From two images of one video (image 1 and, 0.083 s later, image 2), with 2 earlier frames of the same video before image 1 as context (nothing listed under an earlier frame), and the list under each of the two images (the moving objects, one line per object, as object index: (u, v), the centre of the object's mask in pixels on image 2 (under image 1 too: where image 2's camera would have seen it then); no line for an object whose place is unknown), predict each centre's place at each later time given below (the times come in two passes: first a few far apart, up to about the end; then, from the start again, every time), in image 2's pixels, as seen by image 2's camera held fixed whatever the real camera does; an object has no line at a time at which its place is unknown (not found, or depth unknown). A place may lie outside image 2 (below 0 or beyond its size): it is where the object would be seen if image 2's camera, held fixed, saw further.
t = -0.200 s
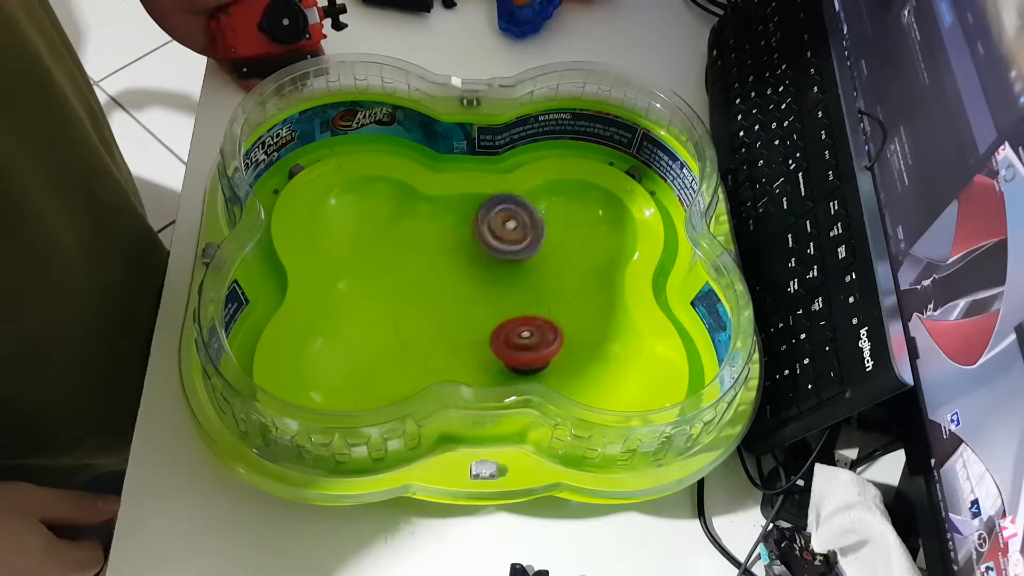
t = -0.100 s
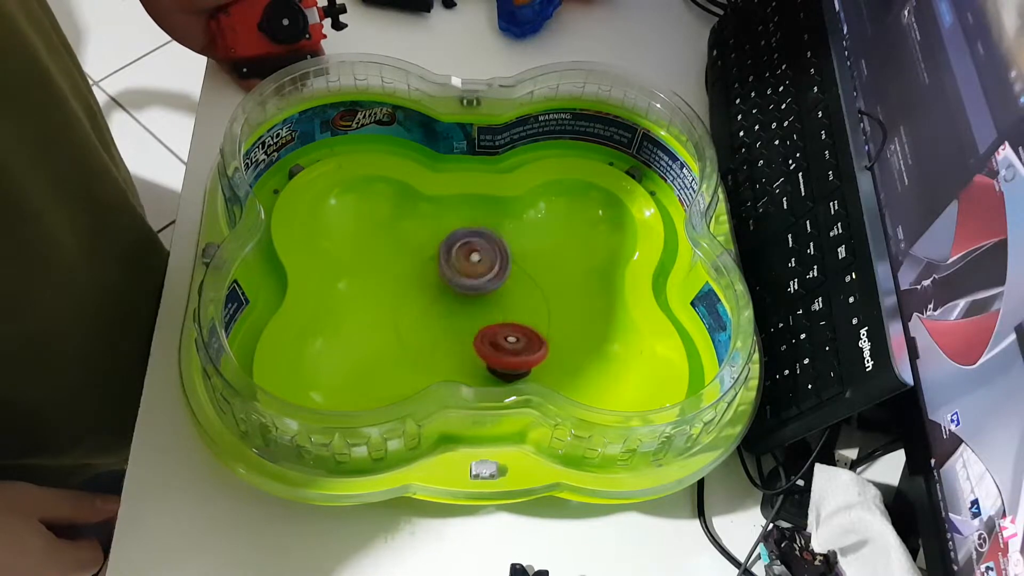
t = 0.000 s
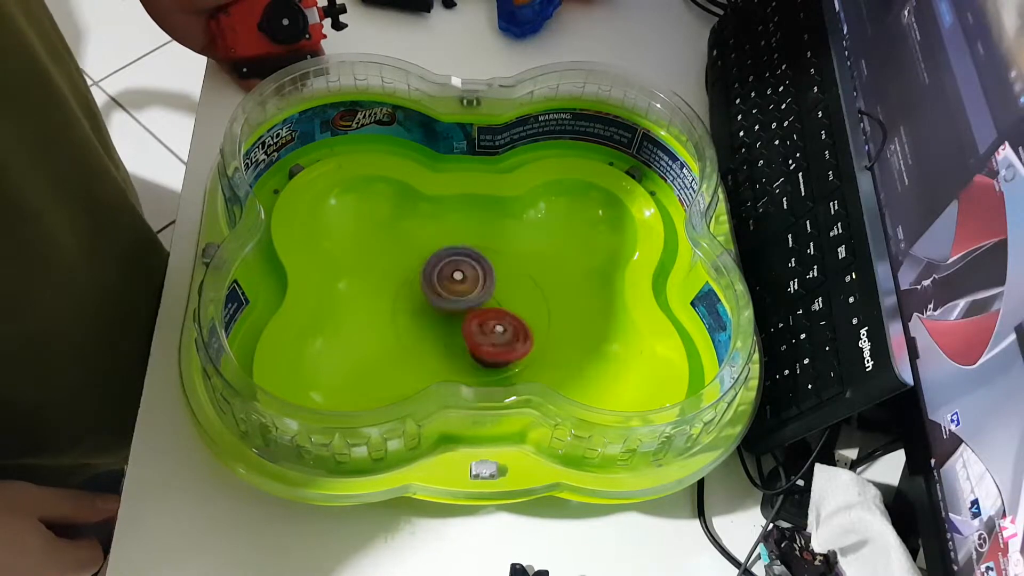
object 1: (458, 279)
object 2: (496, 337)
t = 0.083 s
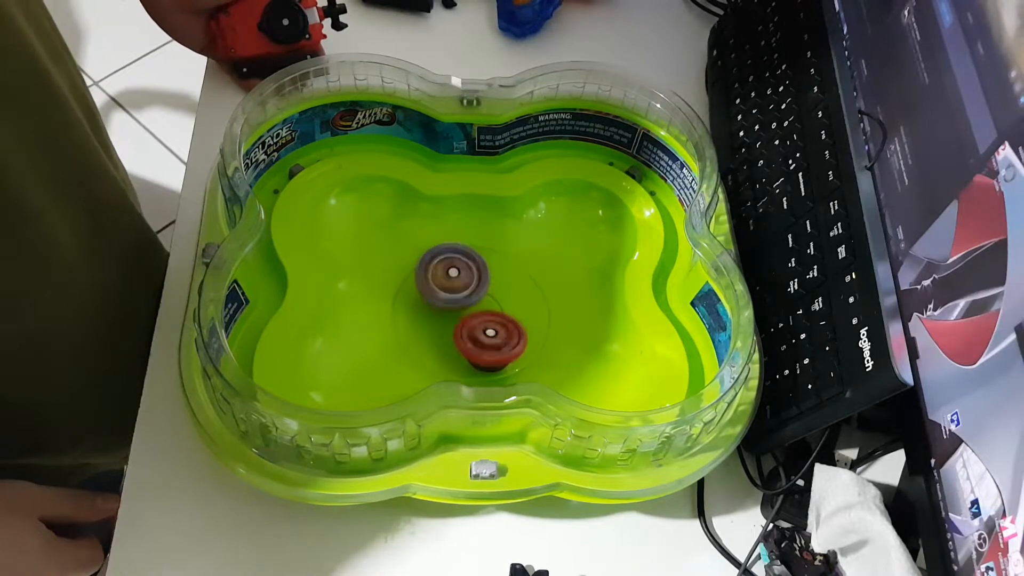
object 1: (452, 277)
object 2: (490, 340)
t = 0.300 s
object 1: (435, 258)
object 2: (487, 330)
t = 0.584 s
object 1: (403, 257)
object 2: (483, 280)
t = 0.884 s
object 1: (432, 318)
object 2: (512, 285)
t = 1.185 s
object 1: (480, 336)
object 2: (547, 278)
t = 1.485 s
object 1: (468, 288)
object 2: (540, 244)
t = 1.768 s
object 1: (390, 259)
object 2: (532, 269)
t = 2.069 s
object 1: (393, 244)
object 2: (514, 290)
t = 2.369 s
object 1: (366, 220)
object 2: (424, 265)
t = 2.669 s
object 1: (381, 251)
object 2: (447, 316)
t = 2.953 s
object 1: (443, 276)
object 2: (478, 346)
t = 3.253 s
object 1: (513, 268)
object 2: (482, 347)
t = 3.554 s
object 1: (606, 225)
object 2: (402, 263)
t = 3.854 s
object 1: (518, 253)
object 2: (367, 213)
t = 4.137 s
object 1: (411, 323)
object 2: (375, 249)
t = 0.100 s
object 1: (451, 278)
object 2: (489, 339)
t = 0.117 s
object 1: (451, 280)
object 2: (489, 338)
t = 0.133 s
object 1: (450, 279)
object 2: (489, 339)
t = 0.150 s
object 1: (449, 277)
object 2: (488, 340)
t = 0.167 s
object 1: (447, 275)
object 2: (487, 340)
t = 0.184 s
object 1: (446, 272)
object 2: (488, 340)
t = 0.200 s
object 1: (445, 270)
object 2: (489, 339)
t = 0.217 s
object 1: (444, 268)
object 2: (489, 338)
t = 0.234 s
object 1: (443, 266)
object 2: (489, 337)
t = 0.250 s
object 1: (441, 264)
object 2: (489, 336)
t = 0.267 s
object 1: (439, 261)
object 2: (489, 335)
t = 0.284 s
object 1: (438, 260)
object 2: (488, 332)
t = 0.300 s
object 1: (435, 258)
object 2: (487, 330)
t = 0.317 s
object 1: (433, 257)
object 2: (488, 328)
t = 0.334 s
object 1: (430, 256)
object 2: (488, 325)
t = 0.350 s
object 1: (429, 255)
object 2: (486, 322)
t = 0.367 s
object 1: (426, 255)
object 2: (485, 318)
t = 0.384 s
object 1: (424, 254)
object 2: (485, 315)
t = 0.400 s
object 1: (422, 253)
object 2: (485, 312)
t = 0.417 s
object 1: (420, 253)
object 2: (483, 308)
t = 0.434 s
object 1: (419, 253)
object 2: (481, 304)
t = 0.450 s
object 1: (418, 251)
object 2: (481, 300)
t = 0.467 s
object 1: (418, 250)
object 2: (480, 296)
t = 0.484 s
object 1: (417, 249)
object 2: (479, 293)
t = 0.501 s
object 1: (417, 250)
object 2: (478, 289)
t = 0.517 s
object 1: (413, 252)
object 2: (480, 289)
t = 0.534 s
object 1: (408, 252)
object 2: (480, 287)
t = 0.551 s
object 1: (406, 254)
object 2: (480, 285)
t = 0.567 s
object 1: (404, 256)
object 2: (482, 282)
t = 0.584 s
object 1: (403, 257)
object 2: (483, 280)
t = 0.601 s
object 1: (402, 259)
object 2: (485, 279)
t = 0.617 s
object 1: (402, 261)
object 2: (487, 279)
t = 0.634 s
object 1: (403, 266)
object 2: (488, 278)
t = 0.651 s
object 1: (403, 269)
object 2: (490, 277)
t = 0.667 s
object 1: (406, 272)
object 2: (490, 277)
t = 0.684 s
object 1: (408, 276)
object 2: (490, 277)
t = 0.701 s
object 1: (411, 278)
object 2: (491, 276)
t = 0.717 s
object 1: (415, 283)
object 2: (492, 275)
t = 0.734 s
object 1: (417, 286)
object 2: (493, 275)
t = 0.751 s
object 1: (421, 290)
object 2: (496, 276)
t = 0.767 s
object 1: (423, 294)
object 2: (498, 278)
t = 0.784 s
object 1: (424, 298)
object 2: (499, 280)
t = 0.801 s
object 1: (425, 302)
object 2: (501, 281)
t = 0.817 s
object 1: (425, 306)
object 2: (502, 282)
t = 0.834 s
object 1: (426, 309)
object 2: (504, 282)
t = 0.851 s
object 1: (427, 313)
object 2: (506, 282)
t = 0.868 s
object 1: (429, 316)
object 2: (509, 283)
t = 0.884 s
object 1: (432, 318)
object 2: (512, 285)
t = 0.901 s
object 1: (433, 320)
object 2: (512, 288)
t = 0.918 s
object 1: (437, 322)
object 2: (512, 289)
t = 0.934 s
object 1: (441, 324)
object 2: (513, 288)
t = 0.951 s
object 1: (446, 325)
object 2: (515, 289)
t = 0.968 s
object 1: (451, 327)
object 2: (517, 290)
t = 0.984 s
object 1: (453, 327)
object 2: (518, 291)
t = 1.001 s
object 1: (456, 329)
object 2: (521, 291)
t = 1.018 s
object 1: (459, 330)
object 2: (524, 291)
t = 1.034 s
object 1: (463, 331)
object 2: (526, 292)
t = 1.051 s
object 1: (466, 332)
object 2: (527, 293)
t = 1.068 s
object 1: (468, 334)
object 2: (527, 292)
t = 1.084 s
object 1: (469, 335)
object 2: (531, 288)
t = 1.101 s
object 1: (471, 336)
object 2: (536, 286)
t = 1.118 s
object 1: (472, 337)
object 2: (540, 286)
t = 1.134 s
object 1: (474, 338)
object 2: (542, 285)
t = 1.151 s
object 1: (475, 337)
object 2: (544, 283)
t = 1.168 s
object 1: (478, 337)
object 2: (546, 280)
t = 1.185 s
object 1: (480, 336)
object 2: (547, 278)
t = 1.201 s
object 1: (480, 335)
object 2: (549, 275)
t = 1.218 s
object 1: (483, 334)
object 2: (551, 272)
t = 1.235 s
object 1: (483, 332)
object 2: (553, 270)
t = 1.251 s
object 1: (484, 330)
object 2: (555, 268)
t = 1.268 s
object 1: (485, 328)
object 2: (556, 266)
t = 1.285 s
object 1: (485, 326)
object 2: (557, 264)
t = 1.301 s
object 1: (485, 322)
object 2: (557, 262)
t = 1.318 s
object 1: (485, 320)
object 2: (557, 260)
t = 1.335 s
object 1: (485, 317)
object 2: (556, 257)
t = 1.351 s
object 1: (485, 314)
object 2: (556, 255)
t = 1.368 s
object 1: (483, 311)
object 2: (555, 253)
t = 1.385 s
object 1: (481, 307)
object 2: (554, 251)
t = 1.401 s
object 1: (480, 305)
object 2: (552, 250)
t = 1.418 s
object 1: (477, 301)
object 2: (549, 249)
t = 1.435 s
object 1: (476, 297)
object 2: (547, 247)
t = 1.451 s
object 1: (473, 294)
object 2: (544, 246)
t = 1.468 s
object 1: (470, 292)
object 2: (542, 244)
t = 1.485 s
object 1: (468, 288)
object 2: (540, 244)
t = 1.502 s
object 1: (465, 286)
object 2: (537, 244)
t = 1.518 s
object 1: (461, 283)
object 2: (533, 243)
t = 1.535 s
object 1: (458, 281)
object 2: (530, 243)
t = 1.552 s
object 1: (455, 278)
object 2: (527, 243)
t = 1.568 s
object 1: (453, 275)
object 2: (524, 243)
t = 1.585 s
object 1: (449, 274)
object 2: (520, 244)
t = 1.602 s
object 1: (446, 271)
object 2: (516, 245)
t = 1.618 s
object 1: (443, 269)
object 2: (513, 246)
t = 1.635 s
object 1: (434, 266)
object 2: (517, 247)
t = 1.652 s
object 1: (426, 266)
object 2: (521, 251)
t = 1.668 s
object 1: (420, 265)
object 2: (523, 255)
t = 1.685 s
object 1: (414, 263)
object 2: (524, 259)
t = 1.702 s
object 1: (407, 262)
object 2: (524, 262)
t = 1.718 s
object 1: (403, 261)
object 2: (524, 265)
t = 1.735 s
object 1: (399, 260)
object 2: (525, 266)
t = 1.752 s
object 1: (393, 259)
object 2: (528, 267)
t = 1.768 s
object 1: (390, 259)
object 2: (532, 269)
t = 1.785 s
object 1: (388, 259)
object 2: (536, 272)
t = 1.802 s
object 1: (385, 258)
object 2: (538, 274)
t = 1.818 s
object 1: (384, 259)
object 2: (539, 276)
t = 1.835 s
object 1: (384, 259)
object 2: (540, 277)
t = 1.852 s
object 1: (382, 259)
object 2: (541, 278)
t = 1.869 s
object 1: (383, 259)
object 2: (542, 279)
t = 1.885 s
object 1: (383, 259)
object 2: (543, 279)
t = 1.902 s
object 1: (383, 258)
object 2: (544, 280)
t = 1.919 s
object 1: (385, 258)
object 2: (544, 281)
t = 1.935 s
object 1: (386, 258)
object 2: (543, 283)
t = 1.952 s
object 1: (387, 256)
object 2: (539, 284)
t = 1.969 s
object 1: (389, 256)
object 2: (536, 286)
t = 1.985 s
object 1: (390, 255)
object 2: (533, 287)
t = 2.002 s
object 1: (391, 253)
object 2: (530, 288)
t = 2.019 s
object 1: (392, 251)
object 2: (528, 289)
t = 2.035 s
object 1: (392, 249)
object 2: (525, 289)
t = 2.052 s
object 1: (393, 246)
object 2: (520, 290)
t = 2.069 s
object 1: (393, 244)
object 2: (514, 290)
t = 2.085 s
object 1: (392, 241)
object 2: (508, 291)
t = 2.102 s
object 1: (393, 238)
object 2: (502, 291)
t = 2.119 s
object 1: (392, 236)
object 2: (498, 291)
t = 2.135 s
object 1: (390, 233)
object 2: (493, 291)
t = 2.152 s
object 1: (390, 231)
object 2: (488, 290)
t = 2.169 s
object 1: (389, 229)
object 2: (483, 289)
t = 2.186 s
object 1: (386, 227)
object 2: (477, 288)
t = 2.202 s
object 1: (385, 224)
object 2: (471, 286)
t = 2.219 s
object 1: (383, 222)
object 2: (464, 285)
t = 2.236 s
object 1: (380, 221)
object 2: (459, 283)
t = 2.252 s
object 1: (378, 218)
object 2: (453, 282)
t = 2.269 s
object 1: (376, 217)
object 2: (449, 280)
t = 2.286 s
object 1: (373, 216)
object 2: (444, 278)
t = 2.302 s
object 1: (372, 215)
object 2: (440, 276)
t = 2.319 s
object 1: (370, 216)
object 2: (436, 273)
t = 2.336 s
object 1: (367, 217)
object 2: (432, 271)
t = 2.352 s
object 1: (367, 218)
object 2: (427, 268)
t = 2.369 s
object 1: (366, 220)
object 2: (424, 265)
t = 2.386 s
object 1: (363, 221)
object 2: (423, 264)
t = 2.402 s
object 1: (362, 221)
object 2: (423, 264)
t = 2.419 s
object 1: (360, 222)
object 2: (421, 264)
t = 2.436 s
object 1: (358, 224)
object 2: (419, 266)
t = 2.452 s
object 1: (356, 224)
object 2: (419, 271)
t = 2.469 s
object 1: (355, 225)
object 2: (419, 272)
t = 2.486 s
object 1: (354, 226)
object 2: (421, 273)
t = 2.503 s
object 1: (353, 227)
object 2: (425, 276)
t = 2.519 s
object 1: (355, 231)
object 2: (428, 280)
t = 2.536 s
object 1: (355, 233)
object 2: (430, 284)
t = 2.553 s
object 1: (356, 234)
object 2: (432, 288)
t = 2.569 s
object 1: (360, 238)
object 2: (434, 292)
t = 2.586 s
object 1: (362, 240)
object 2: (436, 296)
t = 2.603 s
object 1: (365, 243)
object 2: (438, 300)
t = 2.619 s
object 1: (369, 245)
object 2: (440, 304)
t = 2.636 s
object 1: (373, 248)
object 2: (442, 308)
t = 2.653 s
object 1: (377, 250)
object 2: (444, 312)
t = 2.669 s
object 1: (381, 251)
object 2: (447, 316)
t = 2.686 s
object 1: (386, 254)
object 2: (449, 320)
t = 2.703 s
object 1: (388, 255)
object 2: (451, 324)
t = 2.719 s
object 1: (392, 256)
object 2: (452, 328)
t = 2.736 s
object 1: (398, 257)
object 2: (453, 331)
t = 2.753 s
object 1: (400, 258)
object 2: (455, 333)
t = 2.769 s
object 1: (403, 259)
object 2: (458, 335)
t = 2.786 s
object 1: (408, 259)
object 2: (461, 338)
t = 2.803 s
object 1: (411, 262)
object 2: (463, 340)
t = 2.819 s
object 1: (414, 263)
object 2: (465, 343)
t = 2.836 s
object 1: (418, 263)
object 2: (466, 344)
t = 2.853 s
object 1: (422, 266)
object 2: (467, 346)
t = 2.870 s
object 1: (425, 268)
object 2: (469, 346)
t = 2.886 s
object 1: (428, 268)
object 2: (470, 347)
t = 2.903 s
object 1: (433, 270)
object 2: (472, 347)
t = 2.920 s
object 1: (435, 272)
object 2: (475, 347)
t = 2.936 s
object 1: (438, 274)
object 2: (476, 347)
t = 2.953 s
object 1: (443, 276)
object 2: (478, 346)
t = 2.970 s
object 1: (447, 280)
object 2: (480, 346)
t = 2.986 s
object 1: (451, 283)
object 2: (482, 345)
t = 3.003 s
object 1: (454, 283)
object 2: (484, 347)
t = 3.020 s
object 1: (460, 282)
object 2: (484, 353)
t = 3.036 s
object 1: (463, 280)
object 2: (483, 356)
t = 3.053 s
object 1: (466, 278)
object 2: (483, 356)
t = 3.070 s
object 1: (471, 278)
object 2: (484, 357)
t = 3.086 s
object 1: (473, 278)
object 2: (485, 357)
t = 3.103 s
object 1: (475, 279)
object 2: (486, 356)
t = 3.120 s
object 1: (478, 277)
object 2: (487, 355)
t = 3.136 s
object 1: (482, 278)
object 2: (488, 354)
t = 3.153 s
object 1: (485, 277)
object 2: (490, 352)
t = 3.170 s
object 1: (490, 277)
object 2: (492, 351)
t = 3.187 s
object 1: (493, 278)
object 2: (494, 349)
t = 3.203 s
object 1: (494, 279)
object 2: (495, 346)
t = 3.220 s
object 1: (501, 275)
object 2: (492, 350)
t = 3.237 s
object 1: (509, 272)
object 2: (488, 348)
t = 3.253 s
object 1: (513, 268)
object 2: (482, 347)
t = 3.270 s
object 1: (520, 264)
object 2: (478, 346)
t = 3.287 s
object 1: (525, 261)
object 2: (473, 345)
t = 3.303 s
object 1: (531, 259)
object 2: (468, 342)
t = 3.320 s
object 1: (535, 258)
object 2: (463, 338)
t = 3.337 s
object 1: (542, 257)
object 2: (459, 334)
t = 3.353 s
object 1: (546, 257)
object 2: (454, 328)
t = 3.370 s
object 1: (552, 255)
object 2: (449, 322)
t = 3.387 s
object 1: (555, 253)
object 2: (443, 316)
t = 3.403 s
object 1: (564, 252)
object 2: (438, 311)
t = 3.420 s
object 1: (569, 252)
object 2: (433, 306)
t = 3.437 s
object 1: (575, 249)
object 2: (427, 300)
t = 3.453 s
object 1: (579, 247)
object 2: (423, 295)
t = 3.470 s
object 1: (585, 244)
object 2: (419, 290)
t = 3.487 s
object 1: (592, 242)
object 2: (415, 284)
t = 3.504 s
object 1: (595, 238)
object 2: (411, 279)
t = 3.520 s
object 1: (601, 234)
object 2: (407, 273)
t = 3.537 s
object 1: (603, 231)
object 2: (404, 268)
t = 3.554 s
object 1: (606, 225)
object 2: (402, 263)
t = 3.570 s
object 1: (605, 221)
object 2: (399, 258)
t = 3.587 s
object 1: (604, 217)
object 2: (397, 253)
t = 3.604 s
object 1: (602, 216)
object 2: (394, 248)
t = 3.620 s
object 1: (599, 213)
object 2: (391, 243)
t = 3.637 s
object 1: (594, 209)
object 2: (387, 239)
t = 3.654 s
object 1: (586, 208)
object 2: (385, 235)
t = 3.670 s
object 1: (581, 209)
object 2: (382, 231)
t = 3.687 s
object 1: (574, 211)
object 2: (380, 228)
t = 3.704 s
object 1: (570, 213)
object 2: (377, 224)
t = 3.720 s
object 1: (564, 217)
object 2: (375, 222)
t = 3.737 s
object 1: (558, 220)
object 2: (373, 219)
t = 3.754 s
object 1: (554, 225)
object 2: (371, 217)
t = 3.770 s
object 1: (547, 230)
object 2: (369, 215)
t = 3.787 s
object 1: (542, 234)
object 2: (368, 214)
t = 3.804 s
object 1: (535, 240)
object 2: (367, 213)
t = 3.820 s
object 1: (529, 244)
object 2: (366, 212)
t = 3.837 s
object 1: (523, 249)
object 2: (366, 212)
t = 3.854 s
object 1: (518, 253)
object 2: (367, 213)
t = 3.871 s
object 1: (513, 259)
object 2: (368, 214)
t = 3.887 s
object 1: (505, 264)
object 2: (368, 215)
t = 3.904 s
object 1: (499, 268)
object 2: (370, 218)
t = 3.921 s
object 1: (492, 274)
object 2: (370, 220)
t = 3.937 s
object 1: (488, 277)
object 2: (371, 223)
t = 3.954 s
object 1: (480, 283)
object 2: (371, 227)
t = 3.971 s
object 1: (475, 286)
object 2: (371, 231)
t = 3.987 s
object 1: (467, 291)
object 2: (371, 235)
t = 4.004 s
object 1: (462, 294)
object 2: (370, 238)
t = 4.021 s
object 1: (456, 299)
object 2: (370, 241)
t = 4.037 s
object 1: (449, 302)
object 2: (370, 244)
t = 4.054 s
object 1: (444, 306)
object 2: (370, 246)
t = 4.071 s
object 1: (436, 310)
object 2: (370, 248)
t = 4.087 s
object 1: (432, 313)
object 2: (371, 249)
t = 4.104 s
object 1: (424, 318)
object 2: (372, 249)
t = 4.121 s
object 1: (418, 320)
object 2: (373, 250)
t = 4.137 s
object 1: (411, 323)
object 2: (375, 249)
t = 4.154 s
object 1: (406, 325)
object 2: (377, 249)
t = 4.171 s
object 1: (400, 328)
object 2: (379, 248)
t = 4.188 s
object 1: (393, 330)
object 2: (382, 247)
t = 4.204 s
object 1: (387, 333)
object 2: (384, 247)
